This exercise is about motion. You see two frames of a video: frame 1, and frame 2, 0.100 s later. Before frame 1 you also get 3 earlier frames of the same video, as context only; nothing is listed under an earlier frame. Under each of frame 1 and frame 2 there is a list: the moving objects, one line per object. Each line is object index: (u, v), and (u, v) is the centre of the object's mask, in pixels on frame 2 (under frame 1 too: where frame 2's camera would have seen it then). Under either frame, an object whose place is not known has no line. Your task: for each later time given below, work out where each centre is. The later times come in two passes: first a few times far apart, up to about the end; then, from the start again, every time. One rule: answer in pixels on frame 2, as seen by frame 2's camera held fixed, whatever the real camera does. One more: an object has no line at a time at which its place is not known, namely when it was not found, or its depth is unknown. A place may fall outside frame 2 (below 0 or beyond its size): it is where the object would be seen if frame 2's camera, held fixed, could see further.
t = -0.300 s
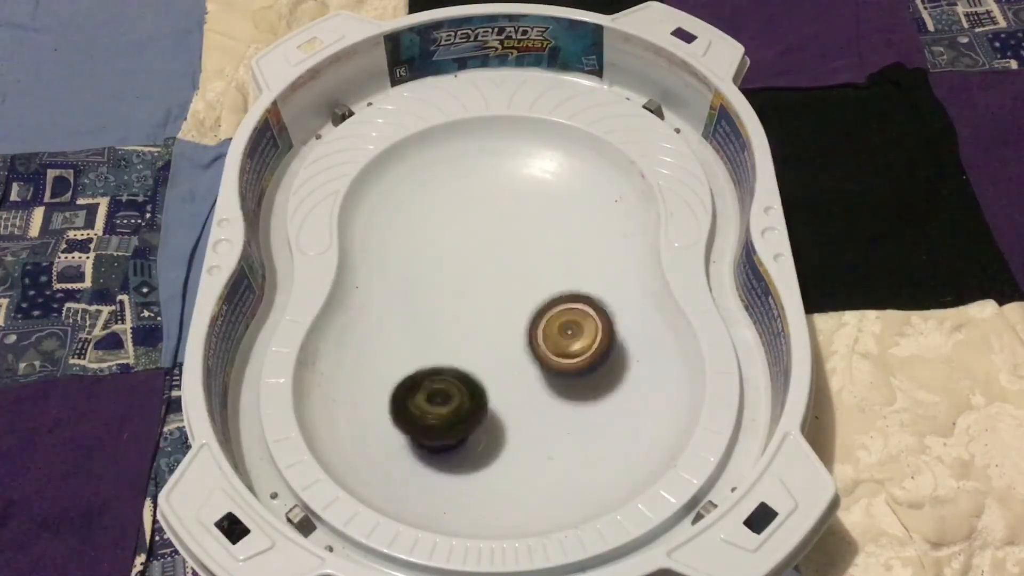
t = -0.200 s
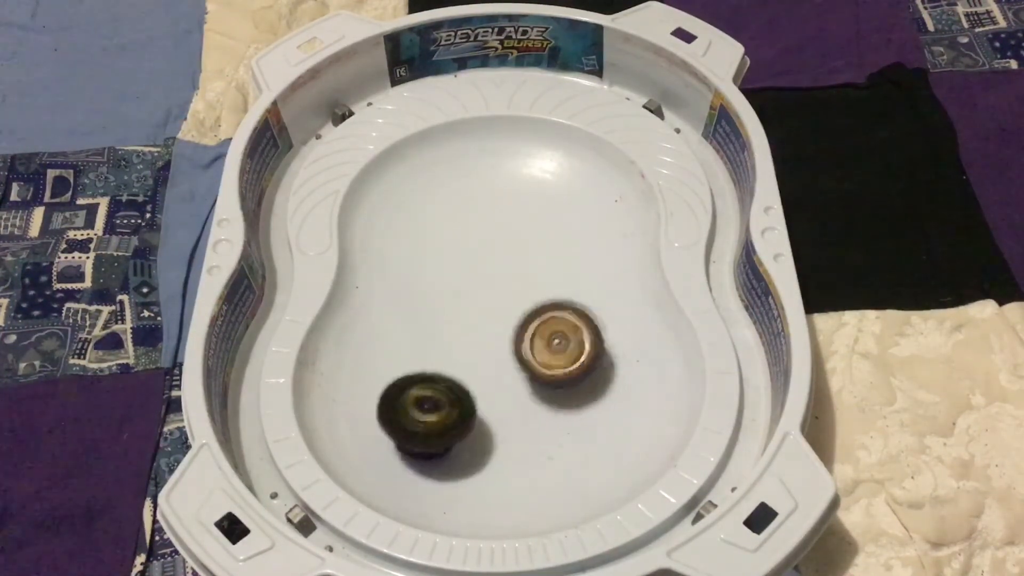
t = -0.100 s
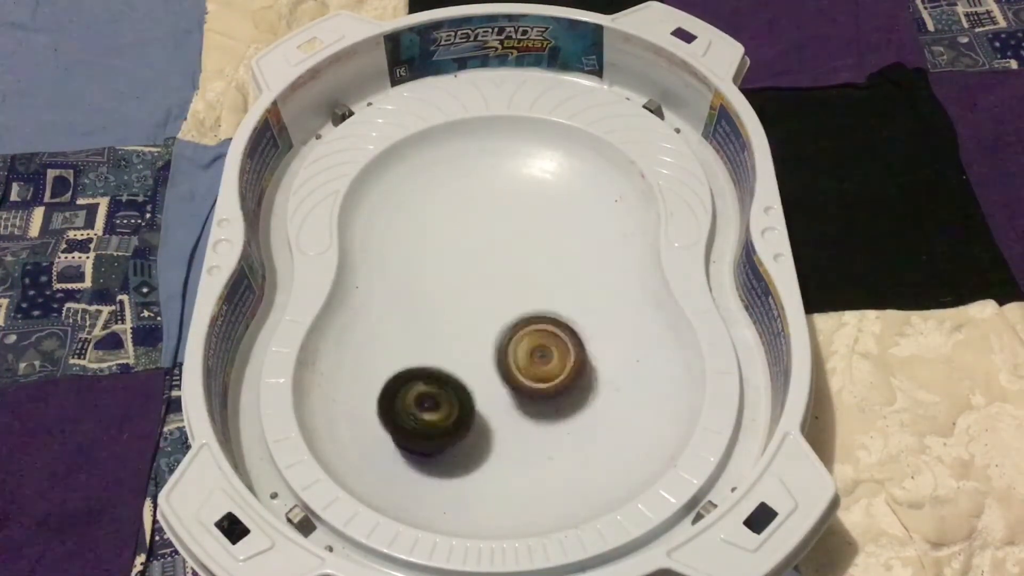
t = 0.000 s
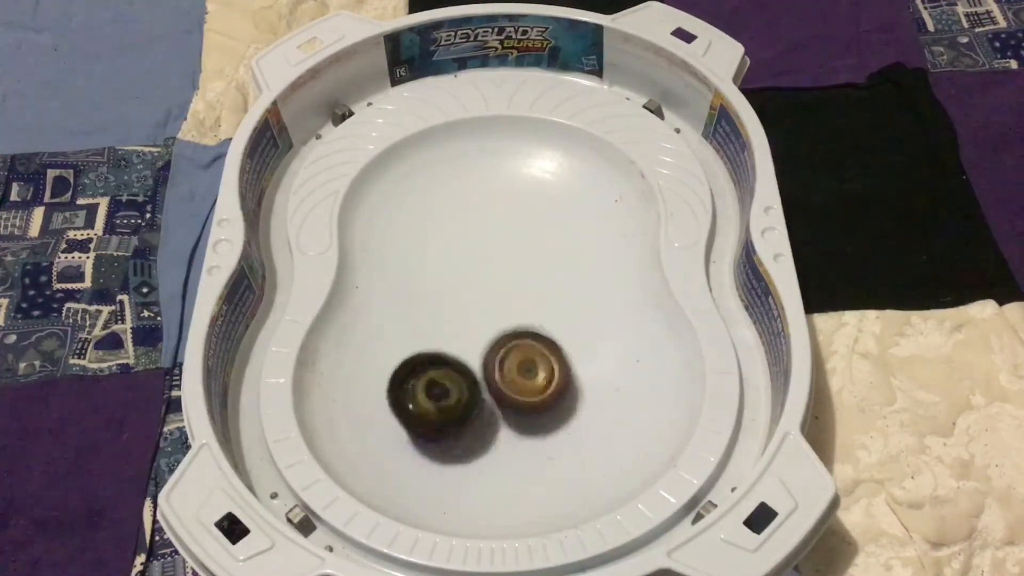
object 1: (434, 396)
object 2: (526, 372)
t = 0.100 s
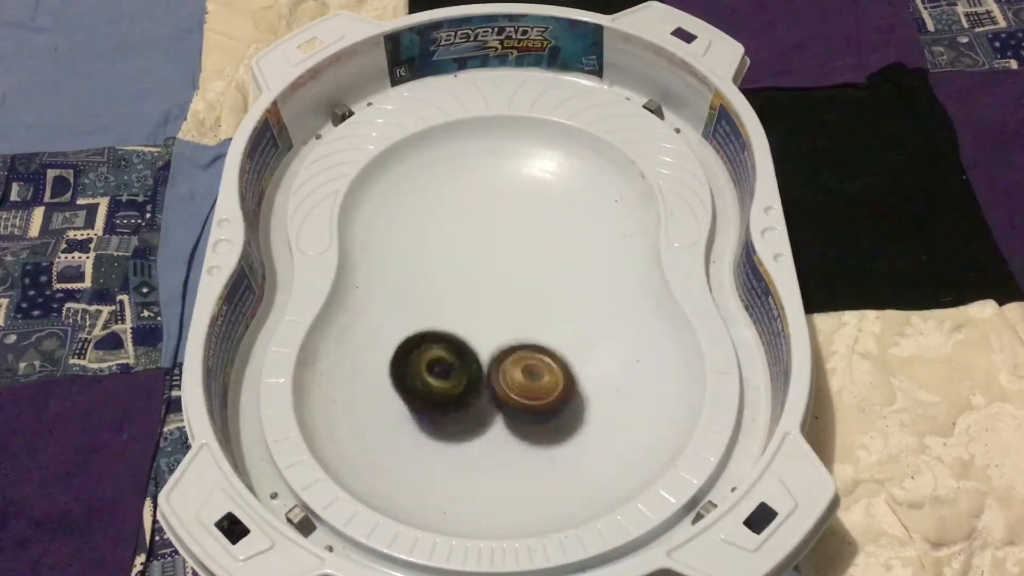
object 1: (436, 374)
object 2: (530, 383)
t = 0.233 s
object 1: (449, 345)
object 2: (538, 399)
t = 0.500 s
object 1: (534, 305)
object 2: (536, 395)
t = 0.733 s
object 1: (581, 271)
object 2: (497, 384)
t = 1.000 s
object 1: (527, 250)
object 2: (452, 397)
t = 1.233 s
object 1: (459, 223)
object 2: (447, 402)
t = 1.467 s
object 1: (444, 188)
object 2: (460, 376)
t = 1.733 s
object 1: (483, 197)
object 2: (445, 334)
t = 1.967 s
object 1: (523, 235)
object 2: (431, 307)
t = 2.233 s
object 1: (533, 261)
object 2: (447, 308)
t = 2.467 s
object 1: (557, 244)
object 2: (465, 313)
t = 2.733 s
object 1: (541, 219)
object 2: (474, 295)
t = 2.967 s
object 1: (499, 195)
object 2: (463, 282)
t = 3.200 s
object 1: (463, 175)
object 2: (462, 279)
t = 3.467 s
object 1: (455, 198)
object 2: (481, 277)
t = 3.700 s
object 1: (462, 184)
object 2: (526, 308)
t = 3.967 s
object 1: (486, 224)
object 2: (525, 308)
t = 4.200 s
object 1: (460, 260)
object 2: (520, 332)
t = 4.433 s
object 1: (437, 260)
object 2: (559, 361)
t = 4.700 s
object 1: (486, 266)
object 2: (549, 366)
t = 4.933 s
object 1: (509, 297)
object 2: (512, 407)
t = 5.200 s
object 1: (469, 327)
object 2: (503, 409)
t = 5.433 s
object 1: (431, 288)
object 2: (527, 399)
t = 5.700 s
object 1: (505, 211)
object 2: (503, 383)
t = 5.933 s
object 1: (520, 147)
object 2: (489, 397)
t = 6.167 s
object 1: (502, 215)
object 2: (485, 386)
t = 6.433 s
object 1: (538, 301)
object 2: (470, 385)
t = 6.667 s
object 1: (557, 319)
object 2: (463, 380)
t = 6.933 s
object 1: (535, 313)
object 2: (469, 376)
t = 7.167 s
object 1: (512, 306)
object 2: (483, 374)
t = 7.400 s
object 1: (503, 306)
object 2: (480, 375)
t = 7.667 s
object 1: (504, 306)
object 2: (499, 380)
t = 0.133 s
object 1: (439, 366)
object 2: (530, 387)
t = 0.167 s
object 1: (440, 356)
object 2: (534, 393)
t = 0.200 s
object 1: (443, 350)
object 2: (536, 396)
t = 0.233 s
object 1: (449, 345)
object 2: (538, 399)
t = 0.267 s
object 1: (457, 338)
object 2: (540, 401)
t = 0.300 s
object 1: (465, 333)
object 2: (543, 401)
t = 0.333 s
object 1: (476, 328)
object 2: (543, 402)
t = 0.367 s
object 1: (487, 323)
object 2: (542, 401)
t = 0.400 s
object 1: (498, 319)
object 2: (543, 401)
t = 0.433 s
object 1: (511, 314)
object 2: (541, 400)
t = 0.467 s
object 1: (522, 309)
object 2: (539, 397)
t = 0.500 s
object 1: (534, 305)
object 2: (536, 395)
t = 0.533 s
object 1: (543, 300)
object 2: (532, 393)
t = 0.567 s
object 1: (554, 297)
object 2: (528, 391)
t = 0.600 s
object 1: (563, 291)
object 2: (522, 388)
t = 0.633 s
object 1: (571, 287)
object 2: (515, 387)
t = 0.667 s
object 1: (576, 280)
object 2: (509, 385)
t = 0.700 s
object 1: (580, 276)
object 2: (503, 385)
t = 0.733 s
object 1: (581, 271)
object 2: (497, 384)
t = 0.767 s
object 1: (581, 268)
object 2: (491, 384)
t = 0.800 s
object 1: (579, 264)
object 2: (484, 384)
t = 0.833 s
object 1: (573, 260)
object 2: (478, 386)
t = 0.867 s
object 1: (567, 257)
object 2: (472, 388)
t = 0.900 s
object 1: (558, 255)
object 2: (466, 390)
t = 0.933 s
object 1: (548, 254)
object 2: (461, 392)
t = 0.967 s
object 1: (538, 252)
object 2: (456, 394)
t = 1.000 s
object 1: (527, 250)
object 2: (452, 397)
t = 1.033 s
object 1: (516, 247)
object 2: (449, 399)
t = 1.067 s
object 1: (505, 244)
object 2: (448, 401)
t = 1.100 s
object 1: (494, 241)
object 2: (446, 402)
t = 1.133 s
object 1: (483, 237)
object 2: (445, 403)
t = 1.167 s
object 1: (474, 232)
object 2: (445, 403)
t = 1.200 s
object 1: (466, 228)
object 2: (446, 403)
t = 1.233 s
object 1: (459, 223)
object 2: (447, 402)
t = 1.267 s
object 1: (452, 217)
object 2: (449, 400)
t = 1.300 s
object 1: (449, 211)
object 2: (452, 398)
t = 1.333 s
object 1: (445, 206)
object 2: (454, 395)
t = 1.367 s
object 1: (444, 202)
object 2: (456, 391)
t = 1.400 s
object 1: (443, 197)
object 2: (458, 386)
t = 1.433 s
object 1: (443, 193)
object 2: (459, 381)
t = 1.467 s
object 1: (444, 188)
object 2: (460, 376)
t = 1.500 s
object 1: (446, 187)
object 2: (460, 370)
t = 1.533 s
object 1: (449, 185)
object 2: (460, 365)
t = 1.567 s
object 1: (452, 185)
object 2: (459, 360)
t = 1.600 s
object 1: (457, 185)
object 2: (457, 354)
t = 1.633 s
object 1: (462, 188)
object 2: (454, 349)
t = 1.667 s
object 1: (469, 190)
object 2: (451, 345)
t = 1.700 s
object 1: (476, 194)
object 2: (448, 339)
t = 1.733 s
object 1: (483, 197)
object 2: (445, 334)
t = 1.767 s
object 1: (490, 202)
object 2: (441, 329)
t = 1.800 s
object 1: (498, 206)
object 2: (437, 324)
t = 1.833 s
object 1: (505, 212)
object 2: (434, 320)
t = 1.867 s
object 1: (512, 218)
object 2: (433, 316)
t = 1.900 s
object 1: (517, 223)
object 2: (431, 313)
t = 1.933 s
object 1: (521, 229)
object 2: (431, 310)
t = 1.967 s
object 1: (523, 235)
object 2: (431, 307)
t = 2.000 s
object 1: (525, 241)
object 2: (432, 305)
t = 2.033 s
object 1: (524, 248)
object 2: (434, 303)
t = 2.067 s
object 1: (522, 255)
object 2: (437, 301)
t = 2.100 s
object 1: (519, 260)
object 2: (439, 300)
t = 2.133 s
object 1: (526, 260)
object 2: (434, 303)
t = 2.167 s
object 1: (530, 260)
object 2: (436, 308)
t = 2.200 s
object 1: (532, 261)
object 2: (442, 309)
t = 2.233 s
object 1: (533, 261)
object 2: (447, 308)
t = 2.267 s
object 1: (532, 262)
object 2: (451, 306)
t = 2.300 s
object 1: (532, 262)
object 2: (454, 306)
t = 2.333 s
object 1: (541, 259)
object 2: (450, 310)
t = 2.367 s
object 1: (545, 254)
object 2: (450, 313)
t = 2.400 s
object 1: (550, 250)
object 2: (453, 316)
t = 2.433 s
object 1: (554, 246)
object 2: (460, 316)
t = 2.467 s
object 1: (557, 244)
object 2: (465, 313)
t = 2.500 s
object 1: (557, 239)
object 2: (468, 310)
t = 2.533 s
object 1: (559, 236)
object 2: (468, 310)
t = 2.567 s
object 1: (558, 233)
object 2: (469, 309)
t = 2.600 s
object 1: (557, 230)
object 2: (473, 308)
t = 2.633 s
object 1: (553, 227)
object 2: (477, 303)
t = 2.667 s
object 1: (550, 224)
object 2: (479, 299)
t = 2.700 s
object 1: (546, 222)
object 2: (477, 296)
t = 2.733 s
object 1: (541, 219)
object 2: (474, 295)
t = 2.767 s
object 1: (535, 217)
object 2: (474, 294)
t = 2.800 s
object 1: (529, 213)
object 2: (475, 291)
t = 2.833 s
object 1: (523, 210)
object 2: (474, 286)
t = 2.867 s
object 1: (516, 206)
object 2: (470, 284)
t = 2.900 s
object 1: (511, 202)
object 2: (466, 283)
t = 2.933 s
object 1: (504, 199)
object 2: (463, 283)
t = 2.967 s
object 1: (499, 195)
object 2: (463, 282)
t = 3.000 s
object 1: (492, 190)
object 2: (462, 281)
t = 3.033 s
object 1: (487, 185)
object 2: (461, 279)
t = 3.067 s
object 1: (481, 182)
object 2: (458, 278)
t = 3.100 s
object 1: (475, 178)
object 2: (457, 279)
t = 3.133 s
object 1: (470, 176)
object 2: (458, 280)
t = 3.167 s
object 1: (466, 174)
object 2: (460, 280)
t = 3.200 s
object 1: (463, 175)
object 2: (462, 279)
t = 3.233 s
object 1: (459, 175)
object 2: (462, 278)
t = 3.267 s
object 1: (456, 177)
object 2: (464, 279)
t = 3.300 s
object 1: (455, 179)
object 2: (467, 279)
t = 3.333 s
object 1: (455, 183)
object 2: (471, 278)
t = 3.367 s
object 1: (452, 188)
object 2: (473, 277)
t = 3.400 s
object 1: (453, 193)
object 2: (476, 274)
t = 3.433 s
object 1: (454, 198)
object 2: (477, 273)
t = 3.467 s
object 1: (455, 198)
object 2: (481, 277)
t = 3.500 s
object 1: (457, 191)
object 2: (493, 291)
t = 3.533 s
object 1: (457, 187)
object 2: (501, 300)
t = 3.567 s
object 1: (457, 184)
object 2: (508, 305)
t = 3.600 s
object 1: (454, 183)
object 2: (513, 307)
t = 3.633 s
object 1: (456, 181)
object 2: (517, 308)
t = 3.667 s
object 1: (459, 183)
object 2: (521, 309)
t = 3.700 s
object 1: (462, 184)
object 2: (526, 308)
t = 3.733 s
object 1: (464, 189)
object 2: (530, 307)
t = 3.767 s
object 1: (466, 192)
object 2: (531, 306)
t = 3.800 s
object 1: (471, 196)
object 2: (531, 306)
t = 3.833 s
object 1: (475, 202)
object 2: (530, 306)
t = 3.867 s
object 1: (478, 207)
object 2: (529, 307)
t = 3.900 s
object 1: (480, 215)
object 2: (528, 307)
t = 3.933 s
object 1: (483, 218)
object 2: (527, 308)
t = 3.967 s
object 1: (486, 224)
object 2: (525, 308)
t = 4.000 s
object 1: (485, 231)
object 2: (523, 310)
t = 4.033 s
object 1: (483, 238)
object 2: (521, 312)
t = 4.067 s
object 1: (479, 244)
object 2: (519, 314)
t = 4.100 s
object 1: (476, 248)
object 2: (518, 316)
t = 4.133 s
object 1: (474, 253)
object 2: (516, 317)
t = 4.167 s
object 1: (466, 259)
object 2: (518, 327)
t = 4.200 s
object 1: (460, 260)
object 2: (520, 332)
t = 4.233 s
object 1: (455, 261)
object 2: (522, 342)
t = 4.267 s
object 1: (448, 261)
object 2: (526, 345)
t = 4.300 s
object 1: (441, 261)
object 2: (534, 352)
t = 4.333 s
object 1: (436, 259)
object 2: (541, 356)
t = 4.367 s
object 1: (436, 259)
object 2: (548, 360)
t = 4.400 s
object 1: (437, 260)
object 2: (555, 361)
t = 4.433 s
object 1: (437, 260)
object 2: (559, 361)
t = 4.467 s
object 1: (439, 259)
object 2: (561, 360)
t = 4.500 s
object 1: (444, 258)
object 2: (561, 360)
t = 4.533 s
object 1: (452, 259)
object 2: (561, 361)
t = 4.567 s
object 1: (458, 262)
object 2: (560, 363)
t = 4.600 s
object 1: (462, 262)
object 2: (559, 366)
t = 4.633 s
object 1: (469, 263)
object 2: (559, 367)
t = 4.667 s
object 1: (477, 264)
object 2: (556, 365)
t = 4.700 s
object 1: (486, 266)
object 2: (549, 366)
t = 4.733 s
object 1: (492, 272)
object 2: (542, 372)
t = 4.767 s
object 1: (496, 273)
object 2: (538, 379)
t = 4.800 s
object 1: (501, 276)
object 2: (533, 383)
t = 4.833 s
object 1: (506, 281)
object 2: (524, 387)
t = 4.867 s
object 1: (510, 285)
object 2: (519, 394)
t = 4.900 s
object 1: (511, 291)
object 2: (515, 401)
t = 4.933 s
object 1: (509, 297)
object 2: (512, 407)
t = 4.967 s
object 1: (509, 301)
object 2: (510, 411)
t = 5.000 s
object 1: (506, 306)
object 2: (509, 414)
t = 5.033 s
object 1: (503, 310)
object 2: (509, 415)
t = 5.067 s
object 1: (498, 316)
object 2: (508, 416)
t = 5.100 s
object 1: (489, 320)
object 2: (507, 417)
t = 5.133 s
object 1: (482, 323)
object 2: (505, 414)
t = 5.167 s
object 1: (475, 326)
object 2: (503, 412)
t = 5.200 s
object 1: (469, 327)
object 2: (503, 409)
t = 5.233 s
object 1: (462, 328)
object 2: (503, 404)
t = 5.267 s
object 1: (454, 328)
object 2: (502, 401)
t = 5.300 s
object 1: (442, 316)
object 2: (513, 404)
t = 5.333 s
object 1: (433, 309)
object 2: (523, 404)
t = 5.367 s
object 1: (427, 300)
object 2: (529, 403)
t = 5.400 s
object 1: (428, 293)
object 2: (529, 401)
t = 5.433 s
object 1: (431, 288)
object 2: (527, 399)
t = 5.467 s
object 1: (436, 282)
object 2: (522, 395)
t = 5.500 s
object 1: (442, 274)
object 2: (516, 392)
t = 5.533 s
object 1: (451, 267)
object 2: (515, 390)
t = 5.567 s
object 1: (461, 257)
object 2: (513, 389)
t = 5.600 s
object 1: (472, 247)
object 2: (512, 387)
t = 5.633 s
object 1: (483, 236)
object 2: (511, 382)
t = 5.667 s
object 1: (494, 224)
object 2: (507, 380)
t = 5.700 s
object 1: (505, 211)
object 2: (503, 383)
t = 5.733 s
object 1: (514, 196)
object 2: (500, 386)
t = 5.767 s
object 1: (521, 182)
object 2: (498, 388)
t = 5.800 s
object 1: (525, 166)
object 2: (494, 389)
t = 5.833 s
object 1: (526, 154)
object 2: (492, 391)
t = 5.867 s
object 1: (524, 145)
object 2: (491, 395)
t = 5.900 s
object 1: (522, 144)
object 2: (490, 397)
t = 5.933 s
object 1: (520, 147)
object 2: (489, 397)
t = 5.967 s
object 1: (515, 157)
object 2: (489, 396)
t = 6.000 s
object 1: (507, 165)
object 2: (488, 395)
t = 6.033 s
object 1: (506, 171)
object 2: (487, 395)
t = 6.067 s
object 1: (505, 180)
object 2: (486, 394)
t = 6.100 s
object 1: (504, 192)
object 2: (487, 392)
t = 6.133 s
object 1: (502, 203)
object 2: (487, 388)
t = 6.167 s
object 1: (502, 215)
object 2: (485, 386)
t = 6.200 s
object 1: (502, 227)
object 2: (482, 386)
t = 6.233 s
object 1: (503, 240)
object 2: (480, 388)
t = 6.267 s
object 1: (504, 252)
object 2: (479, 389)
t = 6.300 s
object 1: (509, 264)
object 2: (478, 389)
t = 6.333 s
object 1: (514, 275)
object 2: (475, 387)
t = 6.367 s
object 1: (521, 285)
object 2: (471, 387)
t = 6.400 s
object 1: (530, 294)
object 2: (469, 387)
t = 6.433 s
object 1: (538, 301)
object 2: (470, 385)
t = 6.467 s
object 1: (547, 307)
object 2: (471, 384)
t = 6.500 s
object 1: (554, 312)
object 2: (470, 383)
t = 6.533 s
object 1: (559, 315)
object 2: (469, 385)
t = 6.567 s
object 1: (561, 318)
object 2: (466, 382)
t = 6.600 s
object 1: (561, 318)
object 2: (465, 381)
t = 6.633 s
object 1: (559, 319)
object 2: (465, 379)
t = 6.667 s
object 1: (557, 319)
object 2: (463, 380)
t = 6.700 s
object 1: (555, 317)
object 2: (464, 383)
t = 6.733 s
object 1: (553, 314)
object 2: (467, 384)
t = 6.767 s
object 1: (552, 312)
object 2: (469, 382)
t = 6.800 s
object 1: (550, 310)
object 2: (471, 381)
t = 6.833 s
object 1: (547, 309)
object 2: (469, 377)
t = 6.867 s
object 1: (544, 311)
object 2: (468, 378)
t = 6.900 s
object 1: (539, 313)
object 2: (469, 377)
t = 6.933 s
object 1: (535, 313)
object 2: (469, 376)
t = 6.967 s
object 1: (531, 312)
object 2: (469, 380)
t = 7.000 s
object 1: (531, 316)
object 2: (468, 382)
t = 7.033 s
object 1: (529, 317)
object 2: (474, 378)
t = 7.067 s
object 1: (526, 318)
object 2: (477, 378)
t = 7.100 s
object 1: (523, 317)
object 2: (481, 377)
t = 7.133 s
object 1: (516, 308)
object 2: (484, 376)
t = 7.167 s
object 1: (512, 306)
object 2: (483, 374)
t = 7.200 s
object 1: (509, 309)
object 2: (481, 375)
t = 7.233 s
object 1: (506, 305)
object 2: (481, 374)
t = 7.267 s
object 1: (504, 306)
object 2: (480, 374)
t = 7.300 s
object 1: (504, 306)
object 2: (479, 374)
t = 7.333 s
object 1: (503, 306)
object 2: (479, 374)
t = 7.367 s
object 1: (503, 306)
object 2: (479, 375)
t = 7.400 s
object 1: (503, 306)
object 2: (480, 375)
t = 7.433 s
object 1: (504, 306)
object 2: (482, 376)
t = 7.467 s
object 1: (504, 306)
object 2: (484, 376)
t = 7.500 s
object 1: (504, 307)
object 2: (486, 377)
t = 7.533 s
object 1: (504, 306)
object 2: (488, 379)
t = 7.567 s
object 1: (503, 306)
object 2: (492, 380)
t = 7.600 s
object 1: (503, 306)
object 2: (496, 381)
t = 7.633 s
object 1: (504, 306)
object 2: (499, 380)
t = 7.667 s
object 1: (504, 306)
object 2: (499, 380)
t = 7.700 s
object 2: (497, 380)
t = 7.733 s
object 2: (494, 380)
